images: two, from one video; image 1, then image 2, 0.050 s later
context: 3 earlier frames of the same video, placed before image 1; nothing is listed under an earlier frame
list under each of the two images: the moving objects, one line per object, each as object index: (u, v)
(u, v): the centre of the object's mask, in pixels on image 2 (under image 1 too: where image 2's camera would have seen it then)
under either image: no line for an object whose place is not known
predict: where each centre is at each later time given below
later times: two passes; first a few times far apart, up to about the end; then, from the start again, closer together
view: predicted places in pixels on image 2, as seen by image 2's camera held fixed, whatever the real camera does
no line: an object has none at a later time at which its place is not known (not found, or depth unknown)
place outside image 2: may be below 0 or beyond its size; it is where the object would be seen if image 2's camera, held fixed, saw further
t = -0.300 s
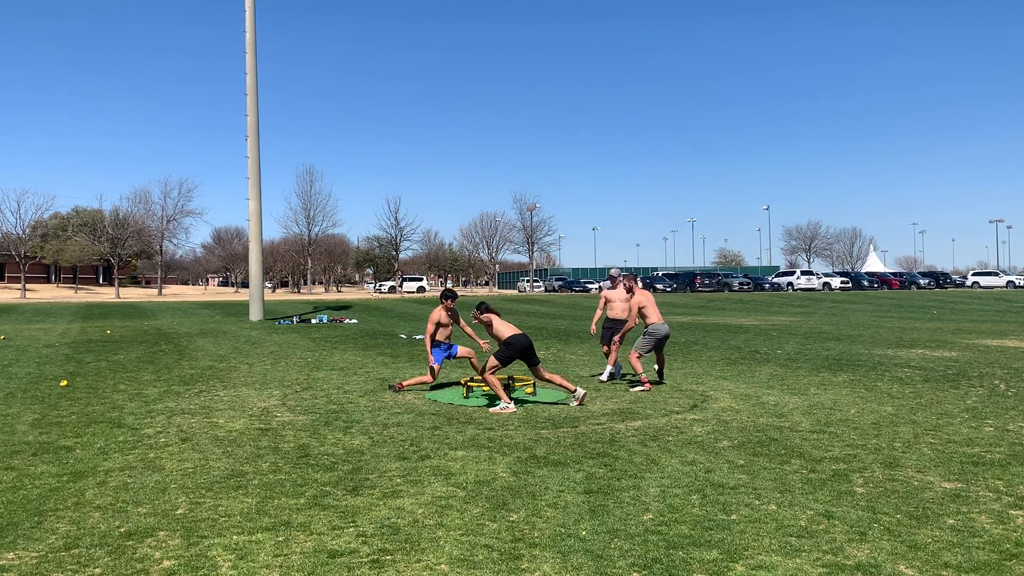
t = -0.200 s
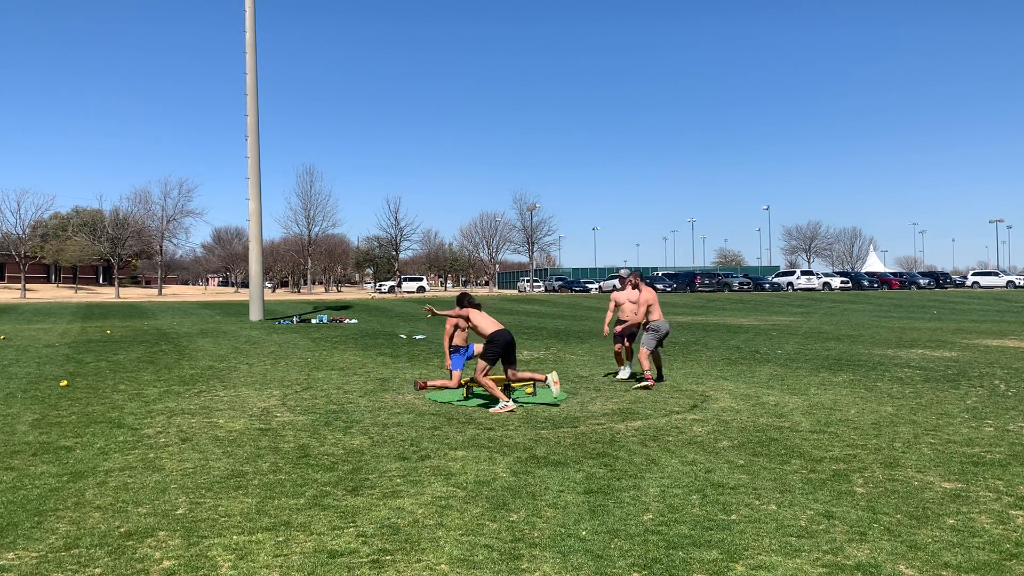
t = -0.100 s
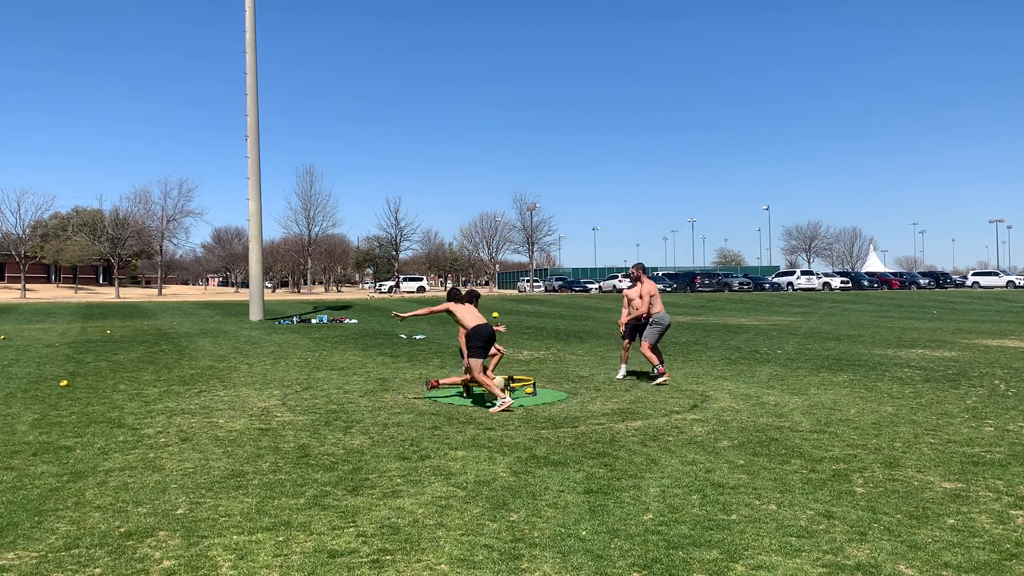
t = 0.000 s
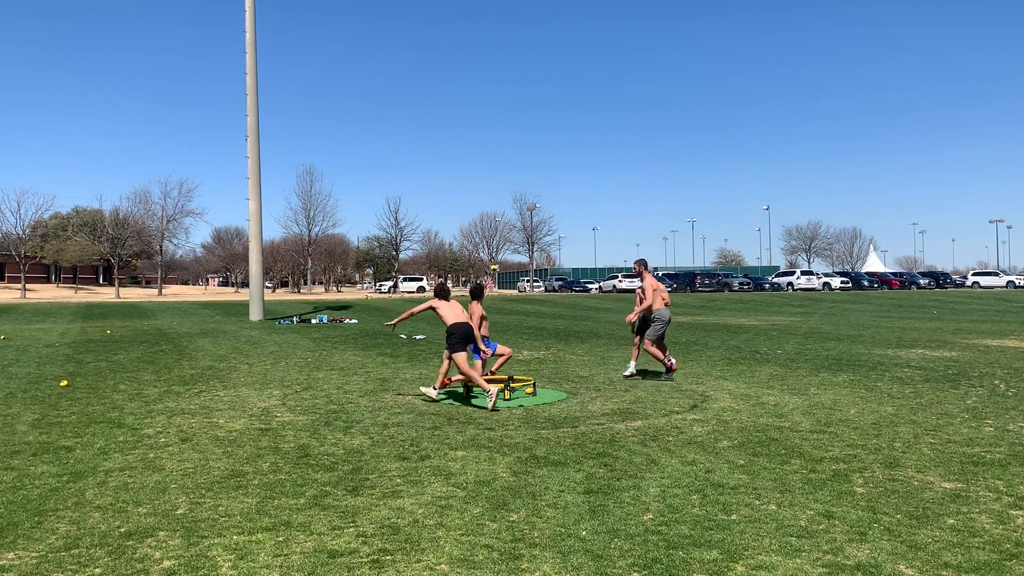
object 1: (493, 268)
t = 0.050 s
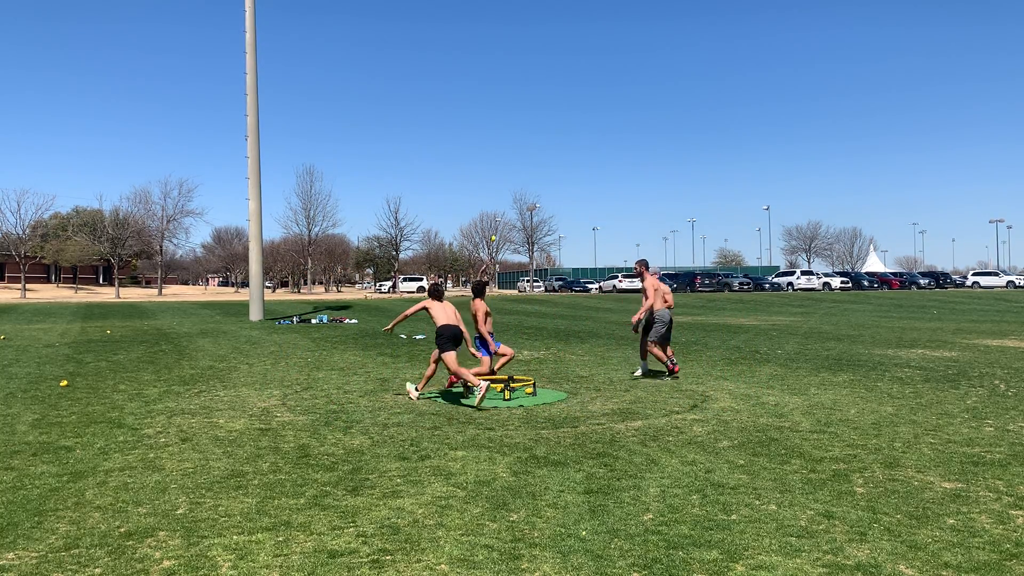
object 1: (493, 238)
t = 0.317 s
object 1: (489, 119)
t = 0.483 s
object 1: (489, 72)
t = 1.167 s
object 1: (495, 72)
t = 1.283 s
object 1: (497, 97)
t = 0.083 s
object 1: (492, 220)
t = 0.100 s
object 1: (491, 212)
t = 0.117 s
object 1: (491, 203)
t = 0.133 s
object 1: (491, 195)
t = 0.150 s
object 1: (491, 187)
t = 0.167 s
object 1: (490, 179)
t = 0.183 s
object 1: (490, 171)
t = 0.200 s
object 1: (490, 164)
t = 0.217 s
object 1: (490, 157)
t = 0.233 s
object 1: (489, 150)
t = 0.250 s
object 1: (489, 143)
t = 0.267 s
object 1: (489, 137)
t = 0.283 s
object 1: (489, 131)
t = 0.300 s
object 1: (489, 125)
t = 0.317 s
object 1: (489, 119)
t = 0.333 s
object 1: (489, 113)
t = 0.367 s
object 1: (489, 103)
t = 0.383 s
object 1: (488, 98)
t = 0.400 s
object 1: (488, 93)
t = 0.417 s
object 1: (489, 88)
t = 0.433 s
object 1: (488, 84)
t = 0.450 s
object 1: (489, 80)
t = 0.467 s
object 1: (488, 76)
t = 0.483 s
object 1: (489, 72)
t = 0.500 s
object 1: (488, 69)
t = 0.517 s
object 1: (488, 66)
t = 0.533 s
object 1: (488, 62)
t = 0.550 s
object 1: (489, 59)
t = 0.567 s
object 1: (489, 57)
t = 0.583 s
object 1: (489, 54)
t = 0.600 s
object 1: (488, 52)
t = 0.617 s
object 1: (489, 49)
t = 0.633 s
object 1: (489, 48)
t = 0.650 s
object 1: (489, 45)
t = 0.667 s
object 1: (489, 44)
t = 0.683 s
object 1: (489, 42)
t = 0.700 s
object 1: (489, 41)
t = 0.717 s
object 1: (489, 40)
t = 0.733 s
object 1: (490, 39)
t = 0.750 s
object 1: (490, 38)
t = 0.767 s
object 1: (490, 38)
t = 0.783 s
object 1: (490, 37)
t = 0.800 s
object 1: (490, 37)
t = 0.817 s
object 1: (490, 37)
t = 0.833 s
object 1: (491, 37)
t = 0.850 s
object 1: (491, 37)
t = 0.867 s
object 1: (491, 38)
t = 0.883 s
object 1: (491, 39)
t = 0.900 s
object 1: (491, 39)
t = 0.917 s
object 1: (491, 40)
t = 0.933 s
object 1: (491, 41)
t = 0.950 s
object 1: (492, 42)
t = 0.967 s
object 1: (492, 43)
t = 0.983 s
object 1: (492, 45)
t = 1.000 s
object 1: (493, 47)
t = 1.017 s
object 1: (493, 49)
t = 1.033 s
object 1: (493, 51)
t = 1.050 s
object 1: (494, 53)
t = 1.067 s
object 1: (494, 55)
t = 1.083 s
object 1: (494, 57)
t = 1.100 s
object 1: (494, 60)
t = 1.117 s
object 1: (495, 63)
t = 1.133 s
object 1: (495, 65)
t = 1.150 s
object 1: (495, 68)
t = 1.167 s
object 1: (495, 72)
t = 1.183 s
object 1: (496, 75)
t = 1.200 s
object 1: (496, 78)
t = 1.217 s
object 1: (496, 82)
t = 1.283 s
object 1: (497, 97)
